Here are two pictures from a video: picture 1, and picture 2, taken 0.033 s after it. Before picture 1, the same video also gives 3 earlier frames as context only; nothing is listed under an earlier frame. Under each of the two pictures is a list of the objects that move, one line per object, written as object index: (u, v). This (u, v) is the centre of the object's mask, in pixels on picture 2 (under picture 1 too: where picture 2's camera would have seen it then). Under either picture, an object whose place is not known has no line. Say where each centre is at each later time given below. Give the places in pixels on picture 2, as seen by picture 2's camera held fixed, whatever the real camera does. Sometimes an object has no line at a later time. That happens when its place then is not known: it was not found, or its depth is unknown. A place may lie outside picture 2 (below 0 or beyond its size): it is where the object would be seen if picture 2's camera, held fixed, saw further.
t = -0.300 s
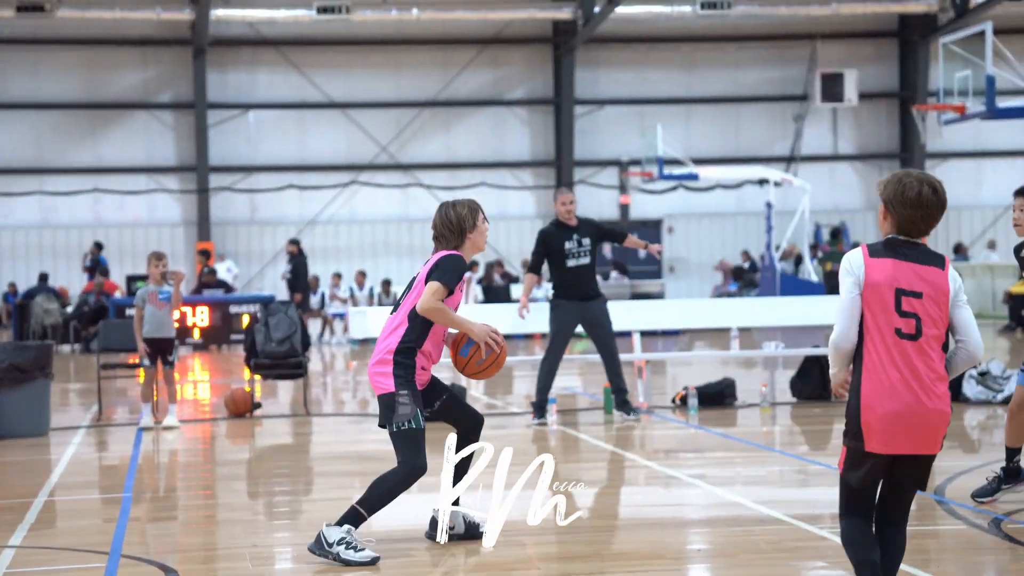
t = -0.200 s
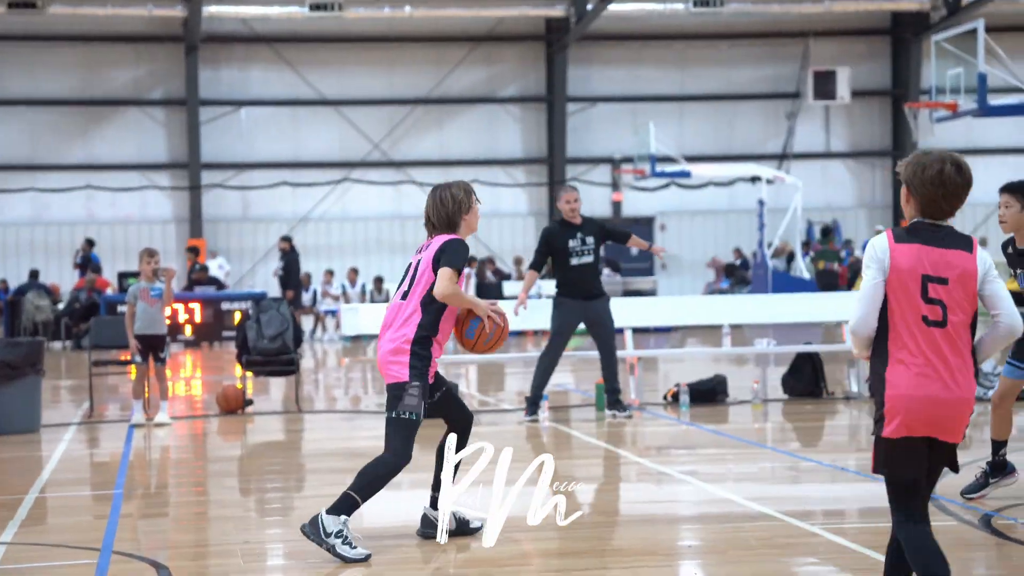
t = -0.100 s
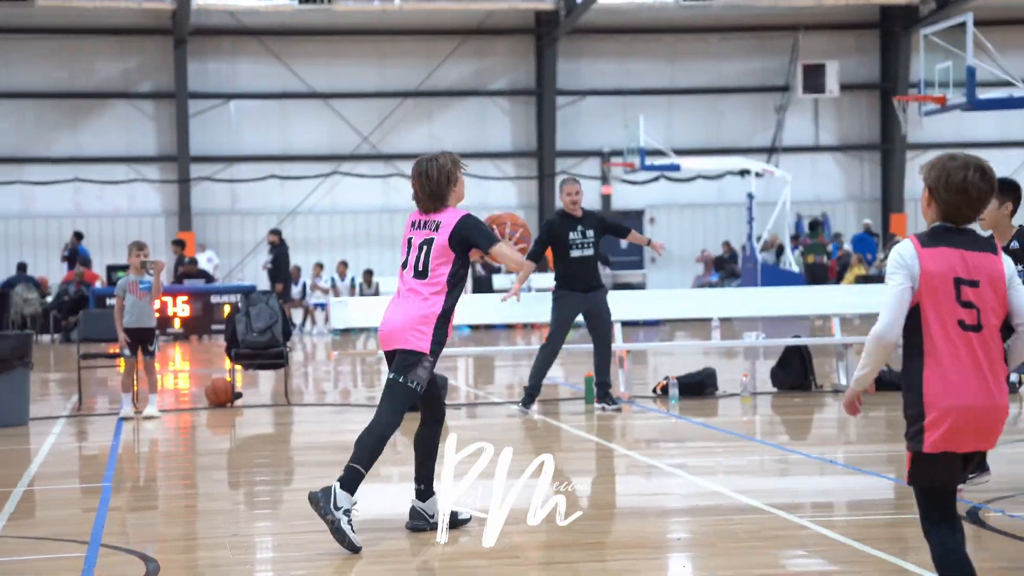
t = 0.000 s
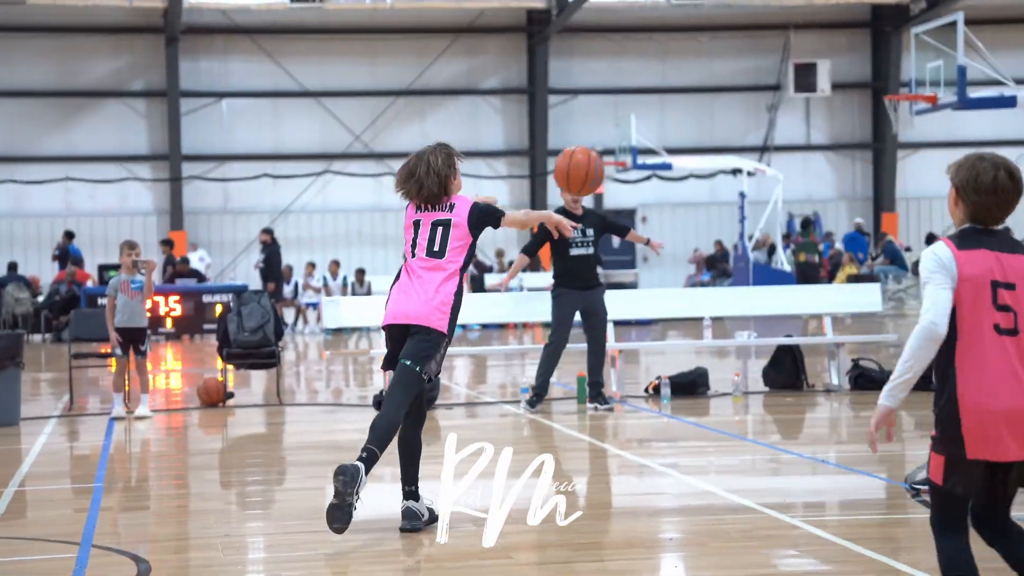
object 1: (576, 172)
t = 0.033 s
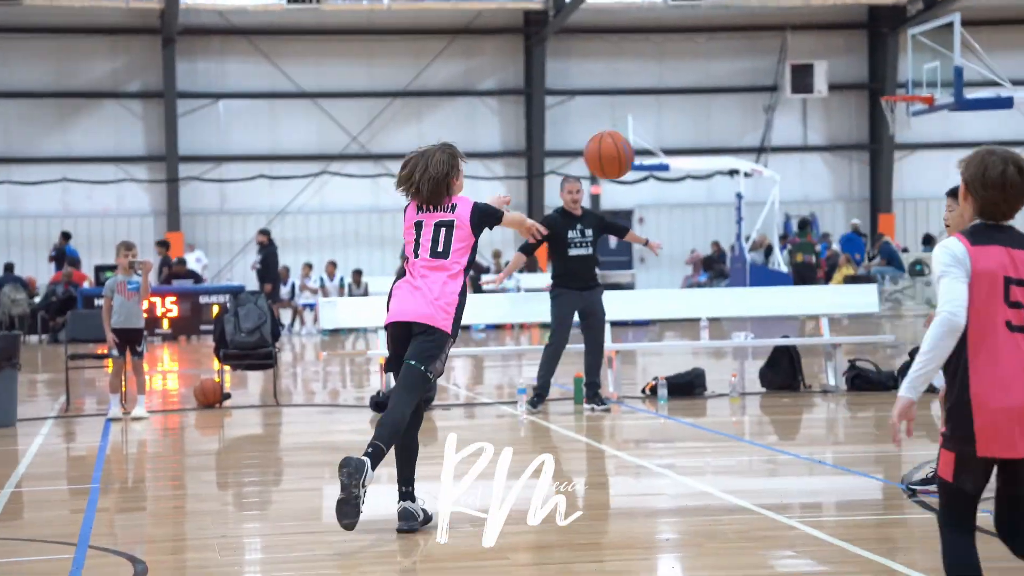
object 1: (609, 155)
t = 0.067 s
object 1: (640, 141)
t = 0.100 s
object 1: (670, 130)
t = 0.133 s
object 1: (698, 120)
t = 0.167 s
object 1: (724, 114)
